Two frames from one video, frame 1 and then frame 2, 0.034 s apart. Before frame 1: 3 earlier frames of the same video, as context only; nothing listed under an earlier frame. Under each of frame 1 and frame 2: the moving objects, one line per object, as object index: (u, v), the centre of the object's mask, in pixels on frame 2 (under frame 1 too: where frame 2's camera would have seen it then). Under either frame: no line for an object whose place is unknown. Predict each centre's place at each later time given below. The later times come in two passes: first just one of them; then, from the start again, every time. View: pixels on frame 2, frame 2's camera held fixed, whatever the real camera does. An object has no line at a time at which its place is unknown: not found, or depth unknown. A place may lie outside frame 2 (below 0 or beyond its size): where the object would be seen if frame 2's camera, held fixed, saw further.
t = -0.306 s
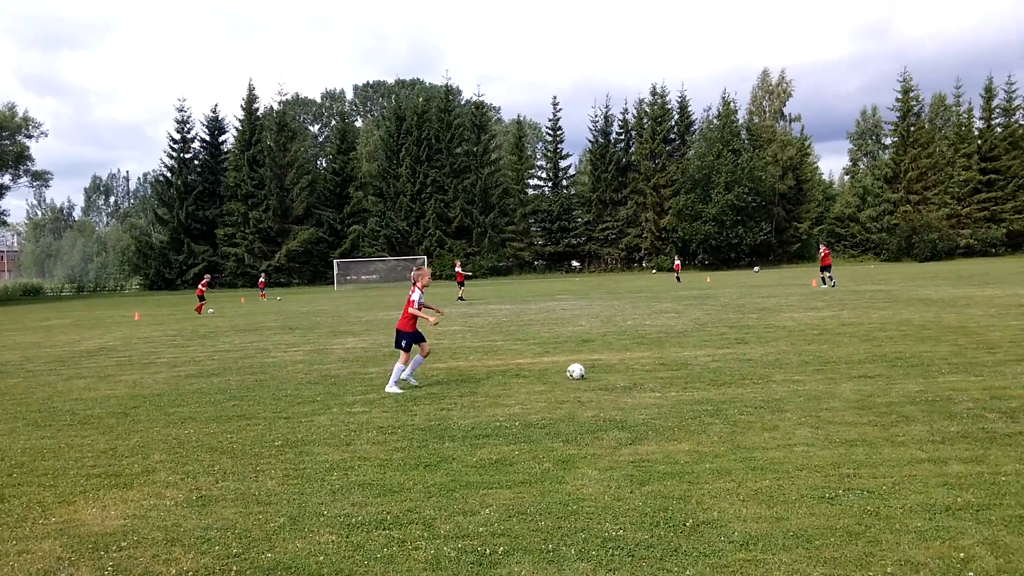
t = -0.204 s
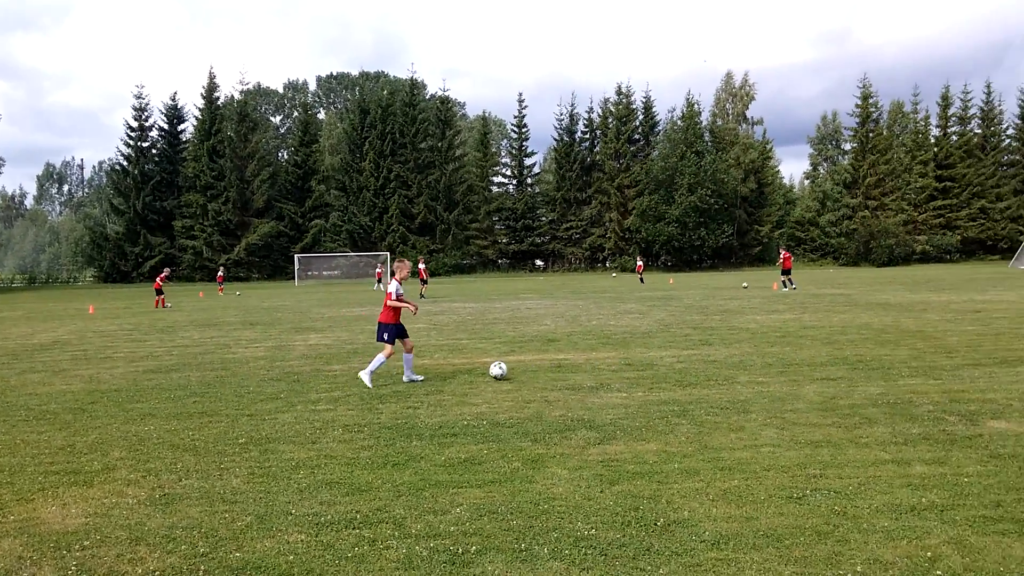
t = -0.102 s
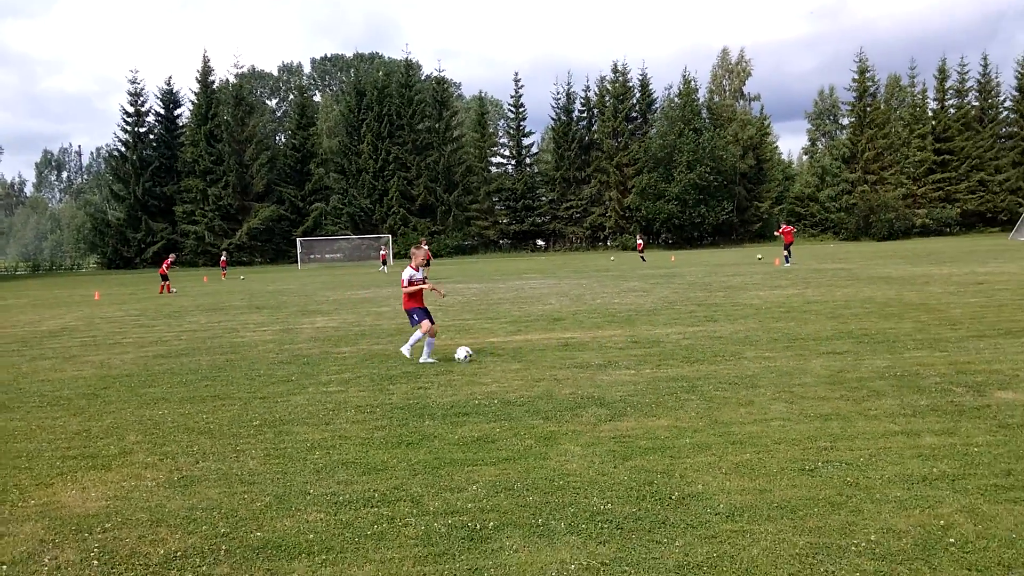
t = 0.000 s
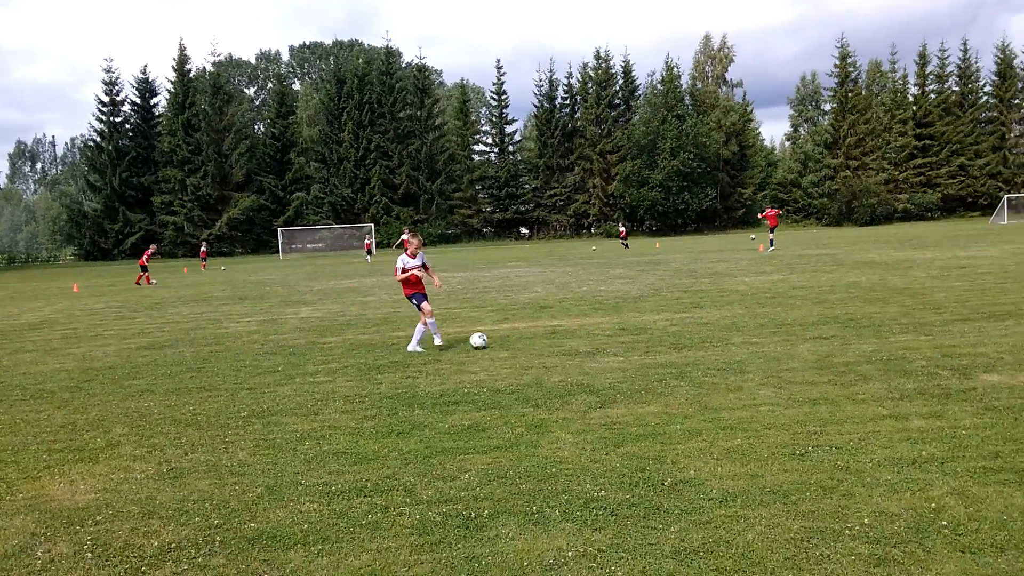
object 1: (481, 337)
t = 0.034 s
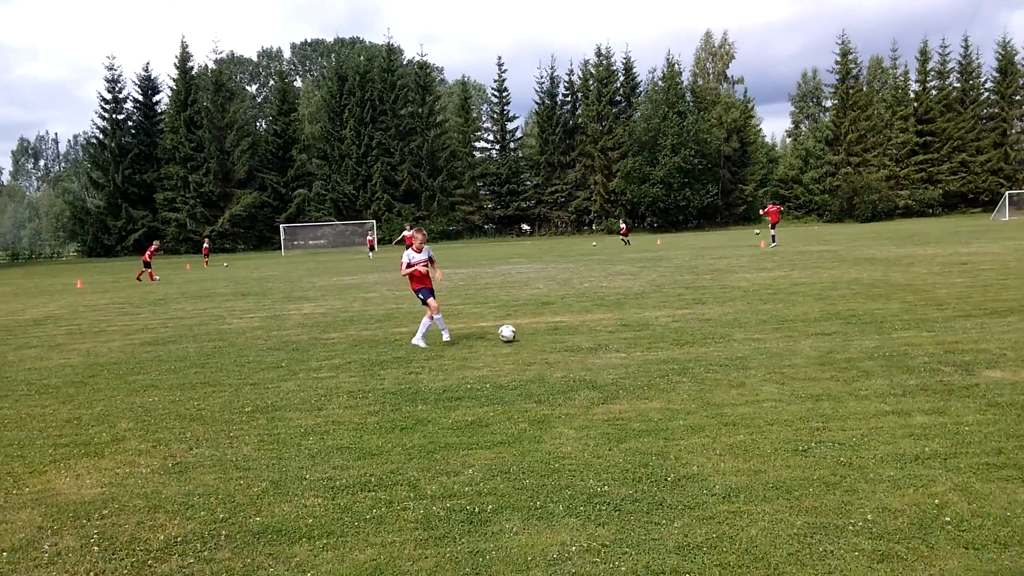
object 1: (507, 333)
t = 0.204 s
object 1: (636, 328)
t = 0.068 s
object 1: (533, 331)
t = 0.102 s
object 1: (559, 329)
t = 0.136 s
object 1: (585, 328)
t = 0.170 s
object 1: (612, 327)
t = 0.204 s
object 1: (636, 328)
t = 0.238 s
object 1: (659, 326)
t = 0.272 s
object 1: (679, 323)
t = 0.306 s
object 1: (698, 321)
